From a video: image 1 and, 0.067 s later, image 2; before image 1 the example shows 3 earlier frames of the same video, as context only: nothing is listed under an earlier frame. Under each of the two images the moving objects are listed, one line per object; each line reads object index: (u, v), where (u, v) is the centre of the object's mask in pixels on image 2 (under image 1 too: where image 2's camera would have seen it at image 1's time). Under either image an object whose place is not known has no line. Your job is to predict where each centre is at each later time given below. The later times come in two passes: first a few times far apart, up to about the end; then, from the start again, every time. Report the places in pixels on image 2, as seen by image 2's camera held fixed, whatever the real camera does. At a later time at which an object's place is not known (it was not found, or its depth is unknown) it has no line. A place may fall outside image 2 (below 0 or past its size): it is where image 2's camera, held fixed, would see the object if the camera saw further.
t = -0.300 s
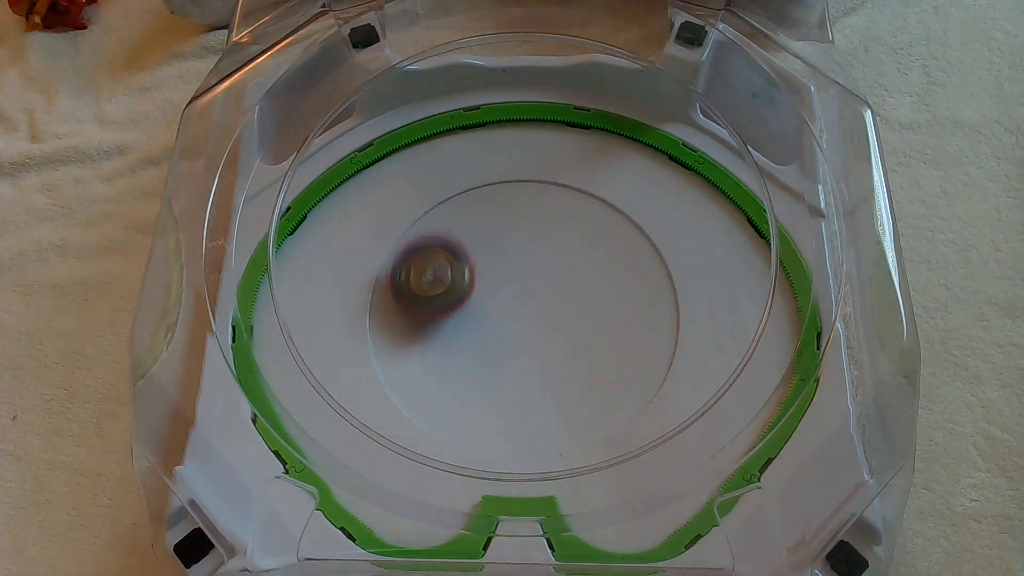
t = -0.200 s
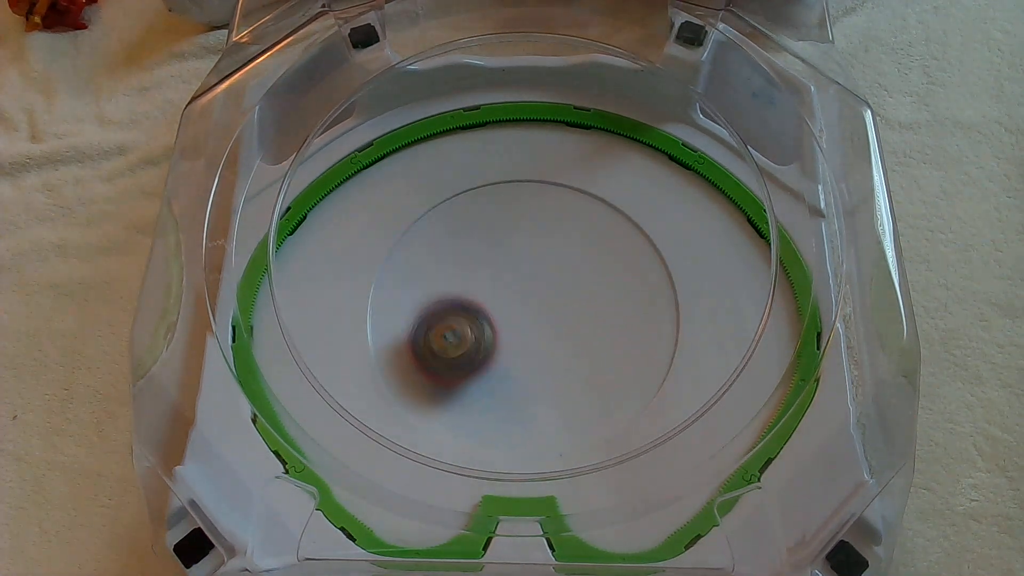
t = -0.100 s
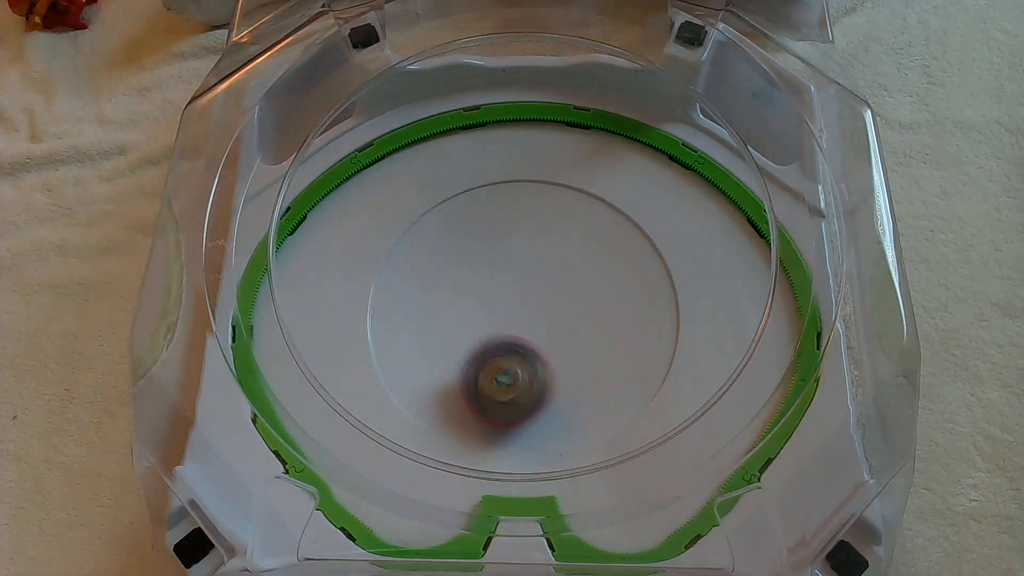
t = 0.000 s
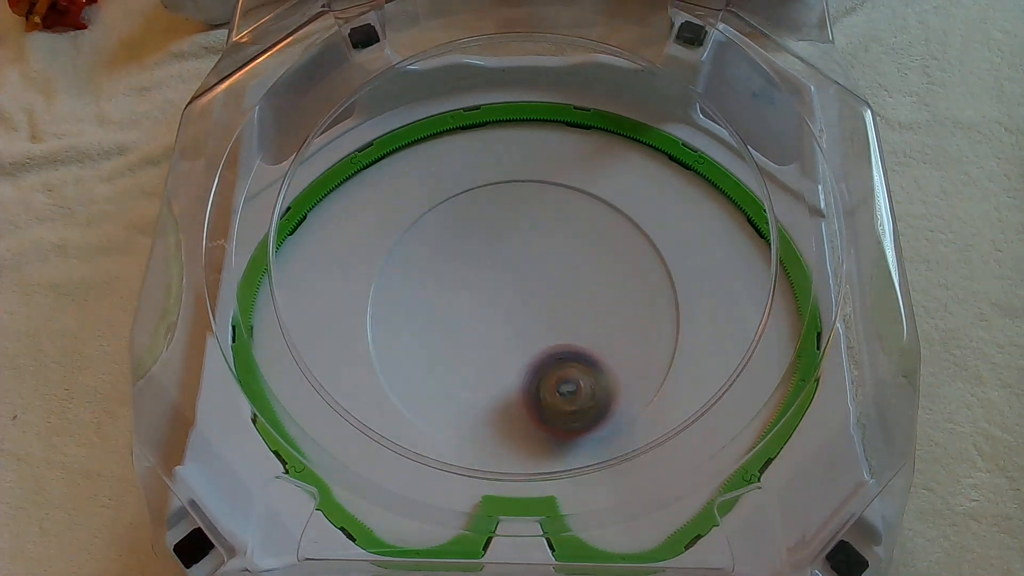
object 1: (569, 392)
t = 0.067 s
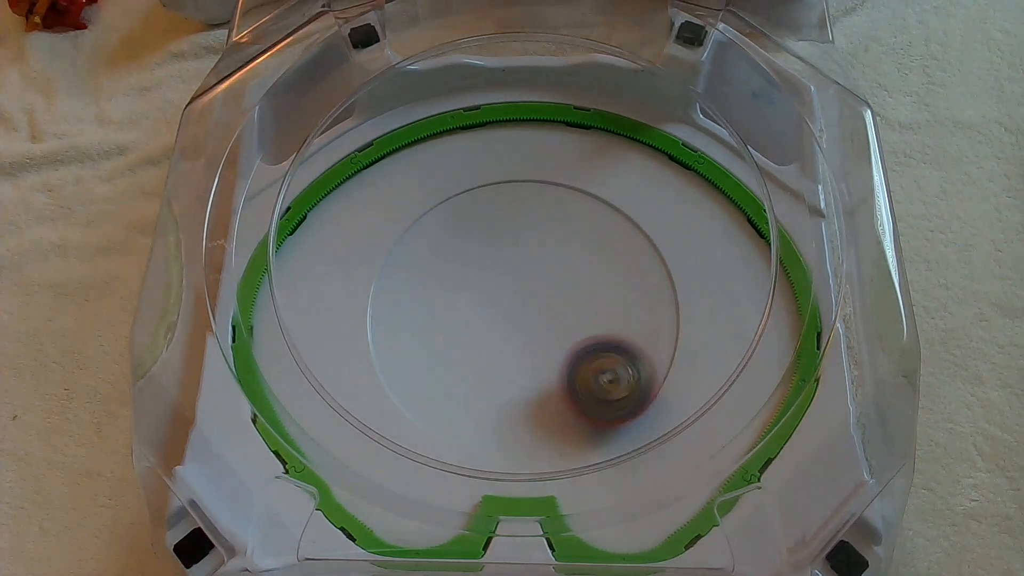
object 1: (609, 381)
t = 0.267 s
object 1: (670, 294)
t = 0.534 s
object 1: (557, 211)
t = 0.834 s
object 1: (434, 337)
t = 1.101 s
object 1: (542, 435)
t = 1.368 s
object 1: (635, 340)
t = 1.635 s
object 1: (527, 236)
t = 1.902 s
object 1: (397, 293)
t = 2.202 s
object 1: (471, 413)
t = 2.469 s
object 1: (594, 327)
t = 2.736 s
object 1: (543, 206)
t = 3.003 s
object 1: (420, 232)
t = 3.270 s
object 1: (467, 360)
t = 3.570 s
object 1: (619, 326)
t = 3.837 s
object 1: (604, 213)
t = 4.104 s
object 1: (476, 242)
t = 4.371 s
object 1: (479, 369)
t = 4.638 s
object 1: (602, 391)
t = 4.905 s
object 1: (612, 278)
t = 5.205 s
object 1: (471, 263)
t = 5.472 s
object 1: (428, 367)
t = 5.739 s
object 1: (547, 391)
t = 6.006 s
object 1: (574, 278)
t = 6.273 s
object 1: (479, 224)
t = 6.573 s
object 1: (430, 323)
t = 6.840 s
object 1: (552, 352)
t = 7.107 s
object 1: (607, 261)
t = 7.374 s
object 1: (522, 212)
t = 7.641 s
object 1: (465, 312)
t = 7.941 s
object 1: (570, 382)
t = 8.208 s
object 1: (624, 300)
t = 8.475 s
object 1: (522, 252)
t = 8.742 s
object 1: (440, 322)
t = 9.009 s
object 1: (501, 400)
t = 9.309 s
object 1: (582, 312)
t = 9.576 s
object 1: (514, 235)
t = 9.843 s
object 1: (426, 275)
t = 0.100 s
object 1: (625, 371)
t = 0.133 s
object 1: (641, 359)
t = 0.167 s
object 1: (653, 345)
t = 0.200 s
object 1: (662, 328)
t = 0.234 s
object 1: (668, 311)
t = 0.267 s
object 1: (670, 294)
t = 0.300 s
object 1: (668, 276)
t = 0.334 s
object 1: (661, 260)
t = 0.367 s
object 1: (651, 245)
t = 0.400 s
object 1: (637, 231)
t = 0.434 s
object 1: (619, 221)
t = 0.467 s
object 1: (600, 214)
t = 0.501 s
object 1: (579, 211)
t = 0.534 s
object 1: (557, 211)
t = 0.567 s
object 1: (536, 214)
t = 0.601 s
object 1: (515, 221)
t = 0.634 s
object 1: (496, 232)
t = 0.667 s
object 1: (478, 245)
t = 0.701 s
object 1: (463, 261)
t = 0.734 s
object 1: (450, 279)
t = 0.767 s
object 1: (442, 297)
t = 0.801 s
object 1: (436, 316)
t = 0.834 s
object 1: (434, 337)
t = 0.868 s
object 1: (436, 356)
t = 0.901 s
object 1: (442, 375)
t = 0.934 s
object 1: (451, 392)
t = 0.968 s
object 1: (465, 408)
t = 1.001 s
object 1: (482, 420)
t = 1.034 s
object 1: (501, 429)
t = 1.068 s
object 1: (521, 434)
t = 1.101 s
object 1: (542, 435)
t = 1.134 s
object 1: (562, 434)
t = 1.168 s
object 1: (581, 431)
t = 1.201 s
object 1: (598, 422)
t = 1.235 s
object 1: (611, 412)
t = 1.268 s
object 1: (623, 395)
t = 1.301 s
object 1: (631, 377)
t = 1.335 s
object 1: (635, 358)
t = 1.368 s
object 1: (635, 340)
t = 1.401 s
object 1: (632, 320)
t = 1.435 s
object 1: (624, 301)
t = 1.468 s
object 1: (613, 285)
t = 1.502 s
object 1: (599, 270)
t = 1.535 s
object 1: (583, 257)
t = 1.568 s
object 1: (565, 248)
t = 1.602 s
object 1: (547, 240)
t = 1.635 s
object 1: (527, 236)
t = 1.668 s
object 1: (508, 234)
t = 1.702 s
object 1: (488, 235)
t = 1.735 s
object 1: (470, 239)
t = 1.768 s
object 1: (451, 245)
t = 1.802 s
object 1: (435, 253)
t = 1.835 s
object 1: (420, 264)
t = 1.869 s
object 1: (407, 278)
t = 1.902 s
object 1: (397, 293)
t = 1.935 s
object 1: (390, 309)
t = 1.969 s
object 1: (387, 326)
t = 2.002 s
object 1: (387, 343)
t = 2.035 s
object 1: (392, 361)
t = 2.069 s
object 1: (400, 377)
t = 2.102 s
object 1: (413, 390)
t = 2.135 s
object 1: (430, 401)
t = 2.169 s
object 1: (449, 409)
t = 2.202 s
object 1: (471, 413)
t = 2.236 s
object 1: (493, 412)
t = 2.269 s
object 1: (515, 409)
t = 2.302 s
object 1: (536, 400)
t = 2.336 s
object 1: (554, 390)
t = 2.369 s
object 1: (568, 377)
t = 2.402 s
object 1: (580, 361)
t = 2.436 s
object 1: (588, 344)
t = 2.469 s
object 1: (594, 327)
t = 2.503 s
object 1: (597, 309)
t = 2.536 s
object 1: (596, 292)
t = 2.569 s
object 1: (594, 274)
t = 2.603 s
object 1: (588, 258)
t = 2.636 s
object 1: (580, 242)
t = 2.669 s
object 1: (570, 228)
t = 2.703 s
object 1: (557, 217)
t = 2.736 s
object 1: (543, 206)
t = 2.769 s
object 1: (527, 199)
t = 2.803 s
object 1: (510, 195)
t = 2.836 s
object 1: (492, 193)
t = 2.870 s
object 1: (475, 195)
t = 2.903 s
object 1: (459, 199)
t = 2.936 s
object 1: (444, 206)
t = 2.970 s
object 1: (430, 218)
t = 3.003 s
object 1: (420, 232)
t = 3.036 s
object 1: (412, 248)
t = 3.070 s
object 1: (409, 264)
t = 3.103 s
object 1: (409, 283)
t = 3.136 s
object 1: (413, 303)
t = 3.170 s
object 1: (421, 321)
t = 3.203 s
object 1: (434, 338)
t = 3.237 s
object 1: (449, 350)
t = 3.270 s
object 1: (467, 360)
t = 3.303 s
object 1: (486, 367)
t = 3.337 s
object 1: (505, 372)
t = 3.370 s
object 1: (525, 372)
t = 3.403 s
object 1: (544, 371)
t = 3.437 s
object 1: (562, 366)
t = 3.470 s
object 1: (579, 359)
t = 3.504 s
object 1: (594, 351)
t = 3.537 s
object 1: (608, 339)
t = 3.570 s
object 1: (619, 326)
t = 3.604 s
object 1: (627, 312)
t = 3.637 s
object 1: (634, 297)
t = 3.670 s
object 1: (636, 281)
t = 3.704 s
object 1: (636, 265)
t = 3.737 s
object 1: (633, 250)
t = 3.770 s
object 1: (626, 236)
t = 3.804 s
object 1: (617, 223)
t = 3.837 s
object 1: (604, 213)
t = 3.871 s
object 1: (589, 206)
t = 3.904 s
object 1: (572, 201)
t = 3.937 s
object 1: (554, 200)
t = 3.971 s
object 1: (536, 202)
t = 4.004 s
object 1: (520, 207)
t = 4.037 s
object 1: (502, 217)
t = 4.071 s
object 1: (488, 228)
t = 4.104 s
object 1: (476, 242)
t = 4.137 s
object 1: (466, 257)
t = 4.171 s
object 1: (459, 274)
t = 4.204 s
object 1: (455, 291)
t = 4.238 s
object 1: (455, 308)
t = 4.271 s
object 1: (457, 325)
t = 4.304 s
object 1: (461, 342)
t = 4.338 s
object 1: (469, 356)
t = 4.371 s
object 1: (479, 369)
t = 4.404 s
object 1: (490, 380)
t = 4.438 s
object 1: (504, 390)
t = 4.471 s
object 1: (519, 397)
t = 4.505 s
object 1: (536, 402)
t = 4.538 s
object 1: (555, 404)
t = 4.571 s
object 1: (571, 403)
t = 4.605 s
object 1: (588, 398)
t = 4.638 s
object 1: (602, 391)
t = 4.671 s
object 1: (615, 381)
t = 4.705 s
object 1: (625, 368)
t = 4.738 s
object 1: (632, 354)
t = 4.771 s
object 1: (636, 339)
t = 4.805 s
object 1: (636, 323)
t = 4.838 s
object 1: (632, 307)
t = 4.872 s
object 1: (625, 292)
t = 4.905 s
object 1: (612, 278)
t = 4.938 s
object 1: (600, 268)
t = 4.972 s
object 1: (584, 258)
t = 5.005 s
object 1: (569, 252)
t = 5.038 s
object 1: (552, 248)
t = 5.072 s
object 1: (534, 247)
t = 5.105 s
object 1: (518, 248)
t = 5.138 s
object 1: (501, 251)
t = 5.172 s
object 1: (486, 257)
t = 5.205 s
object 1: (471, 263)
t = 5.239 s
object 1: (457, 273)
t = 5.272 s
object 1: (445, 283)
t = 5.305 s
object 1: (435, 296)
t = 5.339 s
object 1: (428, 309)
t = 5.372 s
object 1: (423, 324)
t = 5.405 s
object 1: (420, 339)
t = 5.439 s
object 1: (422, 352)
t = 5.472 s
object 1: (428, 367)
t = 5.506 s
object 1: (437, 380)
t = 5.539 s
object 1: (449, 391)
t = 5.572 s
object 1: (464, 400)
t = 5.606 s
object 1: (481, 405)
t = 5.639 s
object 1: (498, 407)
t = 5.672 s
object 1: (515, 405)
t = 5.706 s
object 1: (532, 399)
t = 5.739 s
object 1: (547, 391)
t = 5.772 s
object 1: (560, 380)
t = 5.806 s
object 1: (570, 367)
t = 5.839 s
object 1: (578, 353)
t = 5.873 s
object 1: (582, 337)
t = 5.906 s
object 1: (584, 322)
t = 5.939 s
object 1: (583, 307)
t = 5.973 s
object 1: (579, 292)
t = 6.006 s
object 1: (574, 278)
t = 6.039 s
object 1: (566, 265)
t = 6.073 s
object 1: (557, 254)
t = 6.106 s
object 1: (546, 244)
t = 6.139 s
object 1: (534, 236)
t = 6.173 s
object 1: (521, 230)
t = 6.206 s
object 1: (507, 226)
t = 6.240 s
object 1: (493, 224)
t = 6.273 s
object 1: (479, 224)
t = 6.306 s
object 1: (465, 227)
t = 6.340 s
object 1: (452, 232)
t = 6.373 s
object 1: (441, 240)
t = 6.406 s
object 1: (431, 251)
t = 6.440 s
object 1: (424, 264)
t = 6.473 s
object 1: (419, 278)
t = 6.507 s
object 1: (419, 294)
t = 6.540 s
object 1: (422, 309)
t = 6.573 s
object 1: (430, 323)
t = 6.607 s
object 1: (441, 336)
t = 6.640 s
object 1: (454, 346)
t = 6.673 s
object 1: (468, 354)
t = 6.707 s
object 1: (486, 358)
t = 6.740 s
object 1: (502, 361)
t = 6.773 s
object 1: (519, 360)
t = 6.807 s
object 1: (536, 358)
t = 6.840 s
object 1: (552, 352)
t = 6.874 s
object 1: (566, 345)
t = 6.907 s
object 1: (579, 336)
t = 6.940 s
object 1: (589, 325)
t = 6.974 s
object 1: (597, 313)
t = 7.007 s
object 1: (603, 301)
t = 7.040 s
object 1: (607, 288)
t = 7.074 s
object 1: (608, 275)
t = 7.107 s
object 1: (607, 261)
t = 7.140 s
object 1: (603, 249)
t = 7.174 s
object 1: (597, 238)
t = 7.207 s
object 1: (588, 228)
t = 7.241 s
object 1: (578, 220)
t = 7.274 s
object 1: (565, 214)
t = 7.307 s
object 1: (551, 211)
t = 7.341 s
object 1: (536, 210)
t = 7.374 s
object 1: (522, 212)
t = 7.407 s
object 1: (507, 219)
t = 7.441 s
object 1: (494, 227)
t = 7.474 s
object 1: (483, 239)
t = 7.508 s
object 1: (474, 251)
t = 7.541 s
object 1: (468, 266)
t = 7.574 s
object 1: (464, 282)
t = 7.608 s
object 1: (463, 297)
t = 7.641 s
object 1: (465, 312)
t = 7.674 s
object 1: (470, 327)
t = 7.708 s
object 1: (477, 341)
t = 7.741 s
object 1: (487, 353)
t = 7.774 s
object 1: (498, 363)
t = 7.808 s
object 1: (510, 372)
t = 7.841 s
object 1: (524, 379)
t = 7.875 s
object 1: (539, 382)
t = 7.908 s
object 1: (554, 383)
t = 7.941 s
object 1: (570, 382)
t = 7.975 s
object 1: (584, 379)
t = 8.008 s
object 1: (598, 372)
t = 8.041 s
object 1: (609, 363)
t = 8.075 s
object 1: (618, 353)
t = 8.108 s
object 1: (624, 340)
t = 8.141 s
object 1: (627, 327)
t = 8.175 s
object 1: (627, 314)
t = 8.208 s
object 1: (624, 300)
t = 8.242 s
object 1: (618, 287)
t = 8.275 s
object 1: (608, 276)
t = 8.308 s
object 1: (597, 266)
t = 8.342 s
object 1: (584, 259)
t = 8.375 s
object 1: (569, 254)
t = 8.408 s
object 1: (553, 251)
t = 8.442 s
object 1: (538, 250)
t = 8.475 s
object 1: (522, 252)
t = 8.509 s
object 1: (507, 256)
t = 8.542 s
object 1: (492, 261)
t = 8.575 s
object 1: (480, 269)
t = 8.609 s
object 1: (469, 277)
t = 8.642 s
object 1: (459, 287)
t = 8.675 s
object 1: (451, 298)
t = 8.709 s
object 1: (443, 310)
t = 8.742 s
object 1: (440, 322)
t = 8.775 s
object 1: (438, 336)
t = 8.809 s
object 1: (439, 349)
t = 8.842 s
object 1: (443, 361)
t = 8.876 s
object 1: (450, 373)
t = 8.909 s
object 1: (460, 384)
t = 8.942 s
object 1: (471, 392)
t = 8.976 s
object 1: (485, 398)
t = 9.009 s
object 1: (501, 400)
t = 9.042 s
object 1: (517, 400)
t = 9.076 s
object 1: (532, 396)
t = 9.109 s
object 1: (546, 389)
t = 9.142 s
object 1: (558, 380)
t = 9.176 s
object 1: (569, 368)
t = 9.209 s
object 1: (576, 355)
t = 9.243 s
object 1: (581, 341)
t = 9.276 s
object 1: (582, 326)
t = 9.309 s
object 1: (582, 312)
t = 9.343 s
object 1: (580, 299)
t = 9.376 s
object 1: (574, 286)
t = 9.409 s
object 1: (567, 274)
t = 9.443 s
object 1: (559, 263)
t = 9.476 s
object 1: (549, 254)
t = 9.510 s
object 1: (539, 246)
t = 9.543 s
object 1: (527, 240)
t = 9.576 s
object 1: (514, 235)
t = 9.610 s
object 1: (501, 232)
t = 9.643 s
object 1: (488, 232)
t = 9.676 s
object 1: (475, 233)
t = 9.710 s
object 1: (463, 238)
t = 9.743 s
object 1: (450, 243)
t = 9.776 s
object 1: (440, 252)
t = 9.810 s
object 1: (432, 261)
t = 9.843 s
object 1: (426, 275)
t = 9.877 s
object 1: (424, 289)
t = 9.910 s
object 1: (425, 302)
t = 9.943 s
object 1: (430, 315)
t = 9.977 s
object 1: (438, 329)
